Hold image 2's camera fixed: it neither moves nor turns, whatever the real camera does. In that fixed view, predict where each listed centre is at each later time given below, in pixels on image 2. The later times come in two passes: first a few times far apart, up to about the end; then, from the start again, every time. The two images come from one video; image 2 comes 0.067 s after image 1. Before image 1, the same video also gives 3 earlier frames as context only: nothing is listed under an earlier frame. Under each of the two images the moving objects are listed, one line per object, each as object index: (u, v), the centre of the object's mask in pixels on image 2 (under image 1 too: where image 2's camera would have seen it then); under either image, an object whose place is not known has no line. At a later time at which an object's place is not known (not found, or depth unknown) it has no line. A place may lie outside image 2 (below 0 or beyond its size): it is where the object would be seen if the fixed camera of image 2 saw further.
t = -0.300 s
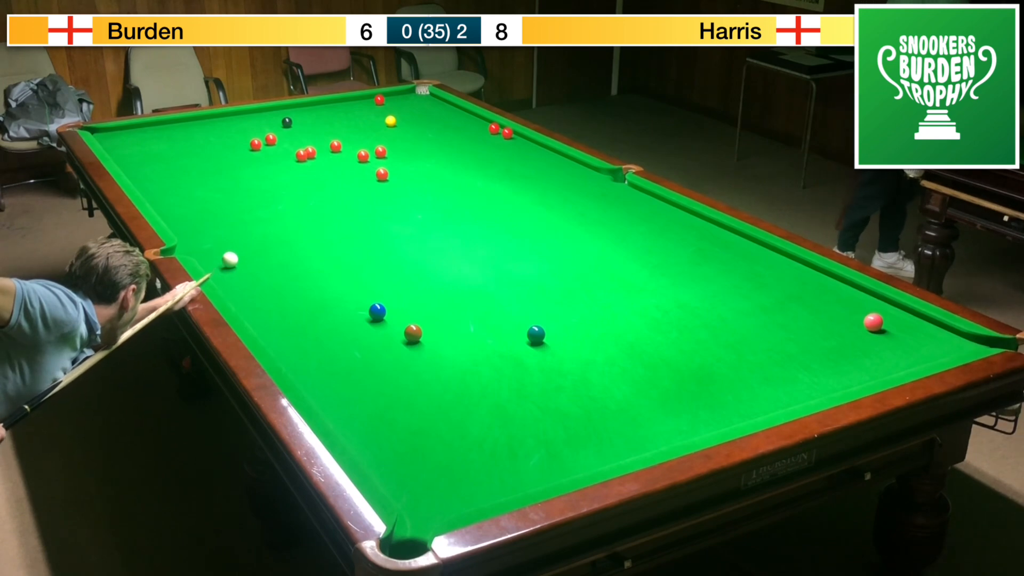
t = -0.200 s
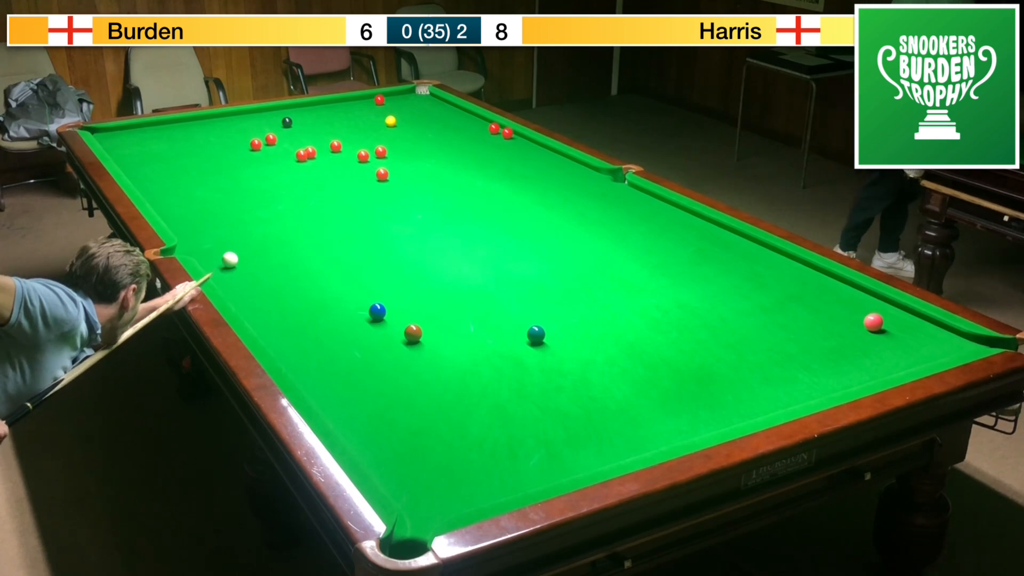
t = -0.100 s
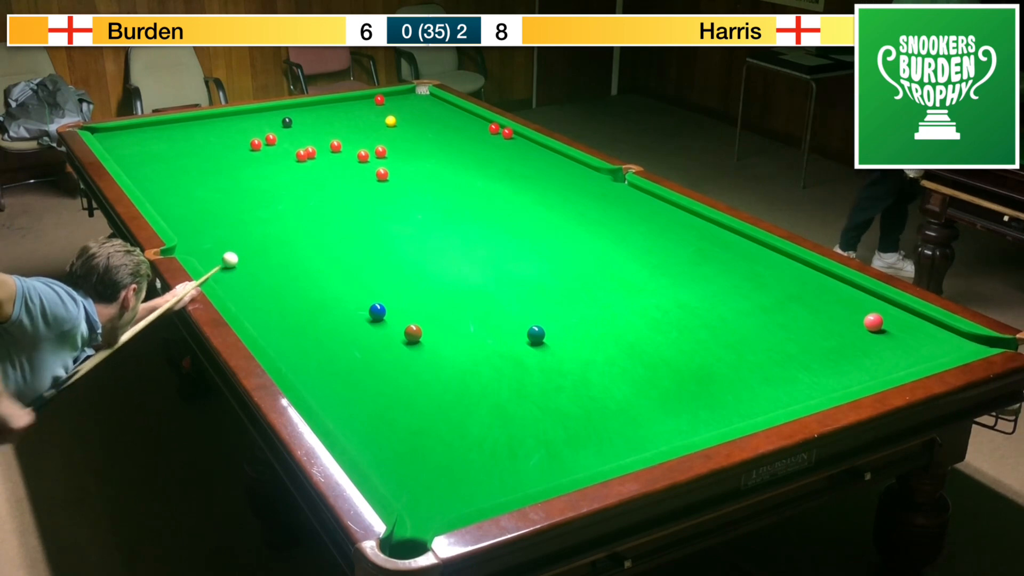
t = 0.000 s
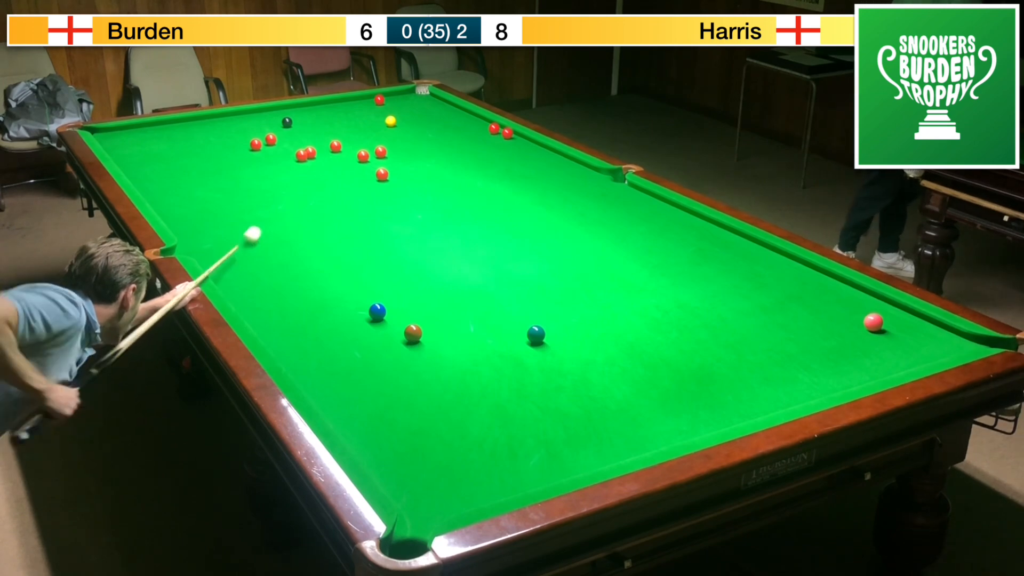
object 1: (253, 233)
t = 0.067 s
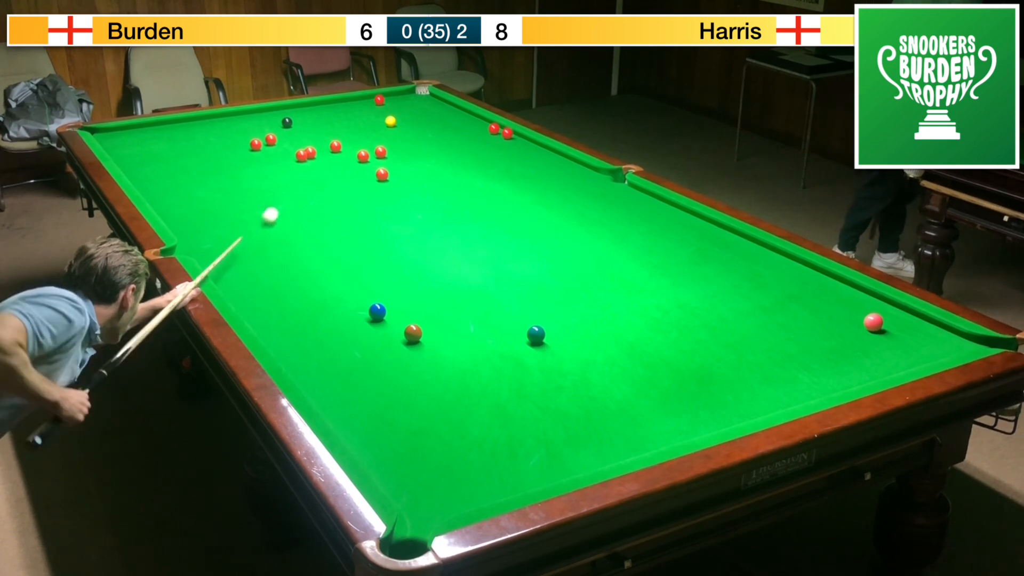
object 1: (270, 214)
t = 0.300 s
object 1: (317, 164)
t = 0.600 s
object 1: (317, 143)
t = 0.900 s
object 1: (308, 130)
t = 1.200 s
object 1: (301, 117)
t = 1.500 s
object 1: (295, 107)
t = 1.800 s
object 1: (305, 109)
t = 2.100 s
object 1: (317, 114)
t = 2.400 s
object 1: (329, 118)
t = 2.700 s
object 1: (339, 122)
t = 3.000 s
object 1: (348, 126)
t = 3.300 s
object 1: (356, 129)
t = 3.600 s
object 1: (363, 131)
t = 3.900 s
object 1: (369, 133)
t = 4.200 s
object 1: (373, 135)
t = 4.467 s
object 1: (375, 136)
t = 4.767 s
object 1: (377, 137)
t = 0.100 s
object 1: (279, 206)
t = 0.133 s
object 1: (286, 198)
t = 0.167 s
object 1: (293, 190)
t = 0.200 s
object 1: (299, 183)
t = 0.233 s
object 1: (305, 177)
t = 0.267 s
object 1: (311, 171)
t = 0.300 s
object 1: (317, 164)
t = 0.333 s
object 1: (322, 158)
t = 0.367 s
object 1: (327, 152)
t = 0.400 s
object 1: (330, 148)
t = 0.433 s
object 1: (327, 148)
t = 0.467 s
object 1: (324, 147)
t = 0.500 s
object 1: (322, 147)
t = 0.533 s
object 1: (320, 146)
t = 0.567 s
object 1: (318, 144)
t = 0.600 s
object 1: (317, 143)
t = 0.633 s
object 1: (315, 142)
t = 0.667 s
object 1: (314, 140)
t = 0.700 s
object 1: (313, 139)
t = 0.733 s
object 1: (312, 137)
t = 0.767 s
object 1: (311, 136)
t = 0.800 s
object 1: (311, 134)
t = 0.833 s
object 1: (310, 133)
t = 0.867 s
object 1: (309, 131)
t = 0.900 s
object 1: (308, 130)
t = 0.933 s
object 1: (307, 128)
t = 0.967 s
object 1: (307, 127)
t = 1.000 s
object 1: (306, 125)
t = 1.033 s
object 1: (305, 124)
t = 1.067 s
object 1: (304, 123)
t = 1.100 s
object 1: (304, 122)
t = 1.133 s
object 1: (303, 120)
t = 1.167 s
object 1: (302, 119)
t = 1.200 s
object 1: (301, 117)
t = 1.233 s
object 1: (301, 116)
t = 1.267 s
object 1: (300, 115)
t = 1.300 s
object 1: (299, 114)
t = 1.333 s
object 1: (299, 113)
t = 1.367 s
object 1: (298, 111)
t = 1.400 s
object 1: (297, 110)
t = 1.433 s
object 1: (297, 109)
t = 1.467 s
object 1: (296, 108)
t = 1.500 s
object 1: (295, 107)
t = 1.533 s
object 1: (295, 106)
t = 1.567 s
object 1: (295, 105)
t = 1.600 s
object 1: (296, 106)
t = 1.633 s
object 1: (298, 107)
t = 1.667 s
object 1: (299, 107)
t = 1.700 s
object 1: (301, 108)
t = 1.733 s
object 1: (302, 108)
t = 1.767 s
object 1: (304, 109)
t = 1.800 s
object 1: (305, 109)
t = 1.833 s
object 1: (307, 110)
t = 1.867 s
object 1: (308, 110)
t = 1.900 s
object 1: (309, 111)
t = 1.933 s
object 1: (311, 111)
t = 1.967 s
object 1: (312, 112)
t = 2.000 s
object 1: (313, 113)
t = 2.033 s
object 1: (314, 113)
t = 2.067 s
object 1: (316, 113)
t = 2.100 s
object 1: (317, 114)
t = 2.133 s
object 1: (319, 115)
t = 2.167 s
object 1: (320, 115)
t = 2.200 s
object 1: (321, 115)
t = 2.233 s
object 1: (322, 116)
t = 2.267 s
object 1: (324, 116)
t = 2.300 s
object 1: (325, 117)
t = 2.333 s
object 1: (326, 117)
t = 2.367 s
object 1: (327, 118)
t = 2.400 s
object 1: (329, 118)
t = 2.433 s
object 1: (330, 119)
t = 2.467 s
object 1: (331, 119)
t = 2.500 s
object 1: (332, 120)
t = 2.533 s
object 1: (333, 120)
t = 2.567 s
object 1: (335, 121)
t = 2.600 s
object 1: (336, 121)
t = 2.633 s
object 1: (337, 121)
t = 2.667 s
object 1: (338, 122)
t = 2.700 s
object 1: (339, 122)
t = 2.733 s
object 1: (340, 123)
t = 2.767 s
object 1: (341, 123)
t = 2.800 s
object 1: (342, 123)
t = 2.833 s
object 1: (343, 124)
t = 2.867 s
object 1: (344, 124)
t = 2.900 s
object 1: (345, 125)
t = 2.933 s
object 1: (346, 125)
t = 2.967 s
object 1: (347, 125)
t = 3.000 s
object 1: (348, 126)
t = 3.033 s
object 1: (349, 126)
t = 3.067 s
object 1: (350, 126)
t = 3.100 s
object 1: (351, 127)
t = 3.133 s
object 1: (352, 127)
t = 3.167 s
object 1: (353, 127)
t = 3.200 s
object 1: (354, 128)
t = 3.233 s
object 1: (355, 128)
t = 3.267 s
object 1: (356, 128)
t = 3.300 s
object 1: (356, 129)
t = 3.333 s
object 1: (357, 129)
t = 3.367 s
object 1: (358, 129)
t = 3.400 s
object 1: (359, 130)
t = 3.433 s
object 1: (360, 130)
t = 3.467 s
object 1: (361, 130)
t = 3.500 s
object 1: (361, 131)
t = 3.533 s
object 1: (362, 131)
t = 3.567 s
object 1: (363, 131)
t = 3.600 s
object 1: (363, 131)
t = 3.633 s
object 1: (364, 132)
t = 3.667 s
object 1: (365, 132)
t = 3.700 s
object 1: (366, 132)
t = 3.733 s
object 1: (366, 132)
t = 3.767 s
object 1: (367, 133)
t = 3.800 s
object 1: (367, 133)
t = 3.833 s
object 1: (368, 133)
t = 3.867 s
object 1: (369, 133)
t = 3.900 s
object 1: (369, 133)
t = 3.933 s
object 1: (370, 134)
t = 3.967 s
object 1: (370, 134)
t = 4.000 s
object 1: (371, 134)
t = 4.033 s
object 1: (371, 134)
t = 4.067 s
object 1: (372, 135)
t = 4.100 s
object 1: (372, 135)
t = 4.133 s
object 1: (372, 135)
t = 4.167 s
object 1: (373, 135)
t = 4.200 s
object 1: (373, 135)
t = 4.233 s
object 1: (373, 135)
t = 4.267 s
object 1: (374, 136)
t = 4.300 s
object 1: (374, 136)
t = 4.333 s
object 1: (374, 136)
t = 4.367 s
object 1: (375, 136)
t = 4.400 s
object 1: (375, 136)
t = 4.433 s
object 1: (375, 136)
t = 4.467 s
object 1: (375, 136)
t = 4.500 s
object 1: (376, 136)
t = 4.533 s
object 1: (376, 137)
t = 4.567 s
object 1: (376, 137)
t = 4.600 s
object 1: (376, 137)
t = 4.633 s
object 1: (377, 137)
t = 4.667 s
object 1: (377, 137)
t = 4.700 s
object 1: (377, 137)
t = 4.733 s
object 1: (377, 137)
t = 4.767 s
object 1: (377, 137)
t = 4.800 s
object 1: (377, 137)
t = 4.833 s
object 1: (377, 137)
